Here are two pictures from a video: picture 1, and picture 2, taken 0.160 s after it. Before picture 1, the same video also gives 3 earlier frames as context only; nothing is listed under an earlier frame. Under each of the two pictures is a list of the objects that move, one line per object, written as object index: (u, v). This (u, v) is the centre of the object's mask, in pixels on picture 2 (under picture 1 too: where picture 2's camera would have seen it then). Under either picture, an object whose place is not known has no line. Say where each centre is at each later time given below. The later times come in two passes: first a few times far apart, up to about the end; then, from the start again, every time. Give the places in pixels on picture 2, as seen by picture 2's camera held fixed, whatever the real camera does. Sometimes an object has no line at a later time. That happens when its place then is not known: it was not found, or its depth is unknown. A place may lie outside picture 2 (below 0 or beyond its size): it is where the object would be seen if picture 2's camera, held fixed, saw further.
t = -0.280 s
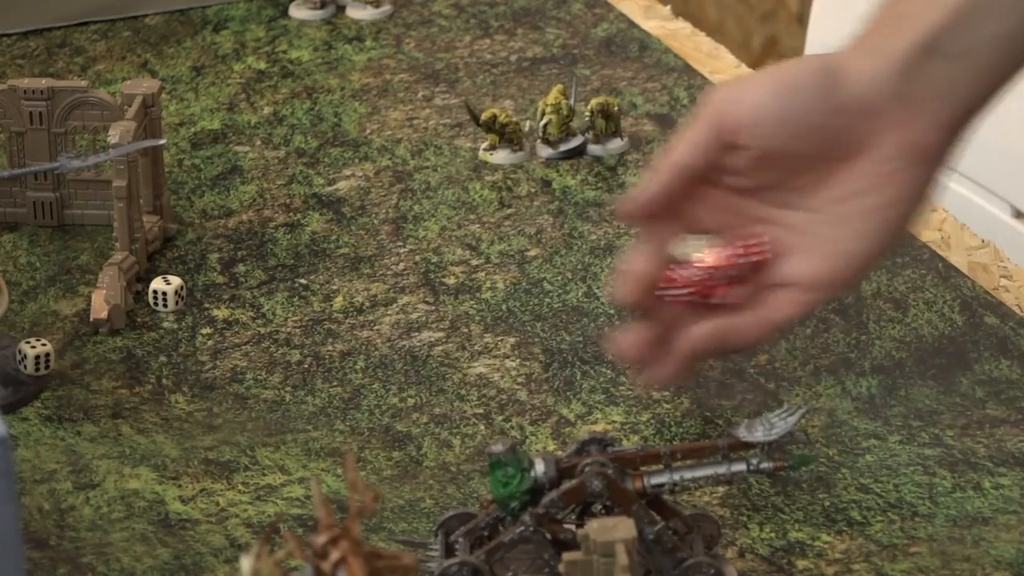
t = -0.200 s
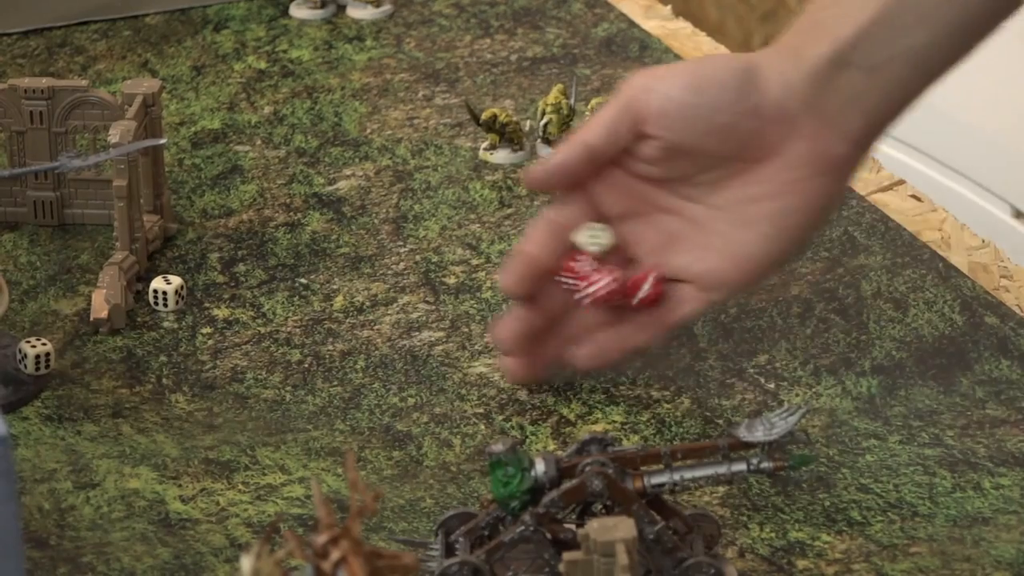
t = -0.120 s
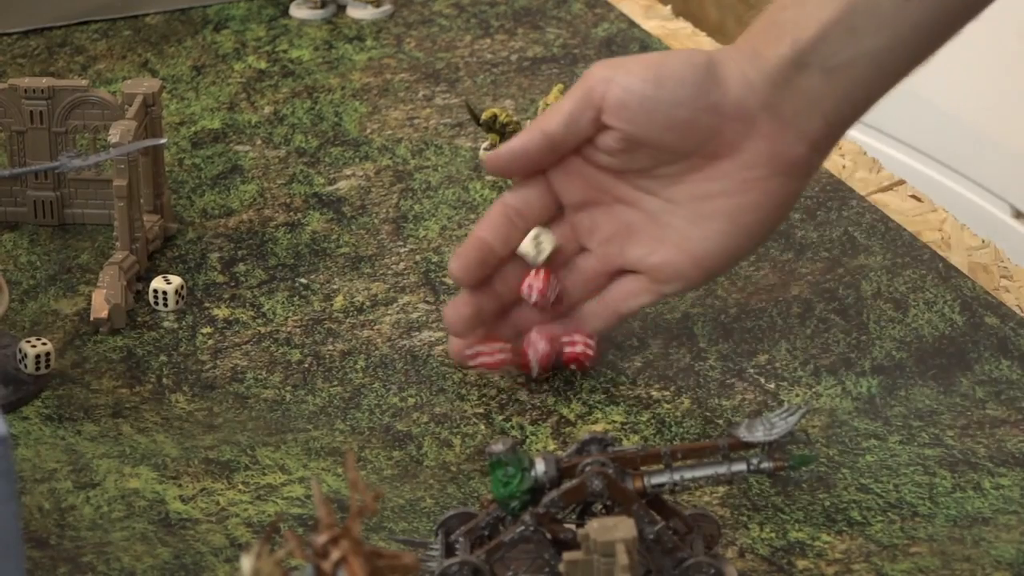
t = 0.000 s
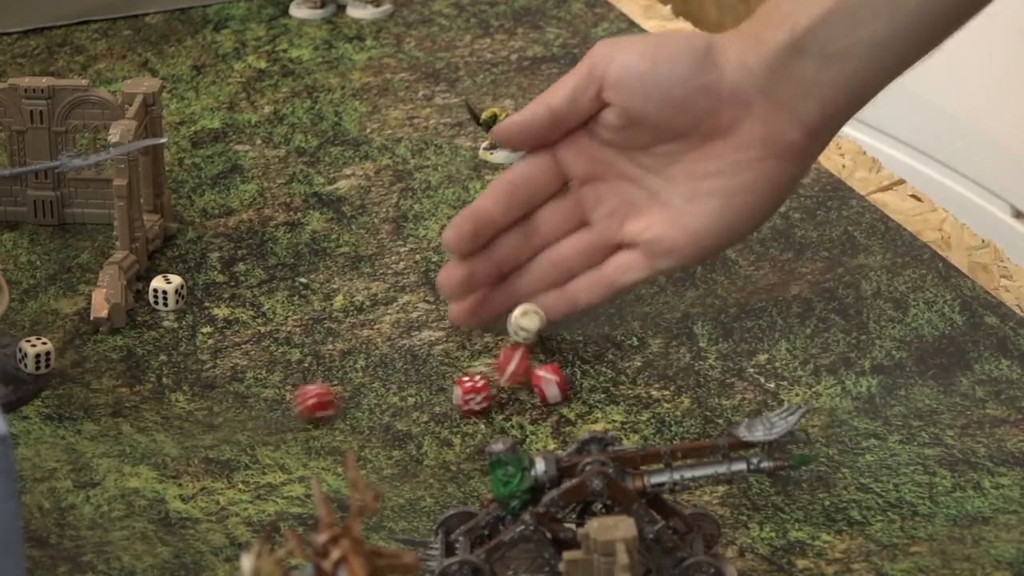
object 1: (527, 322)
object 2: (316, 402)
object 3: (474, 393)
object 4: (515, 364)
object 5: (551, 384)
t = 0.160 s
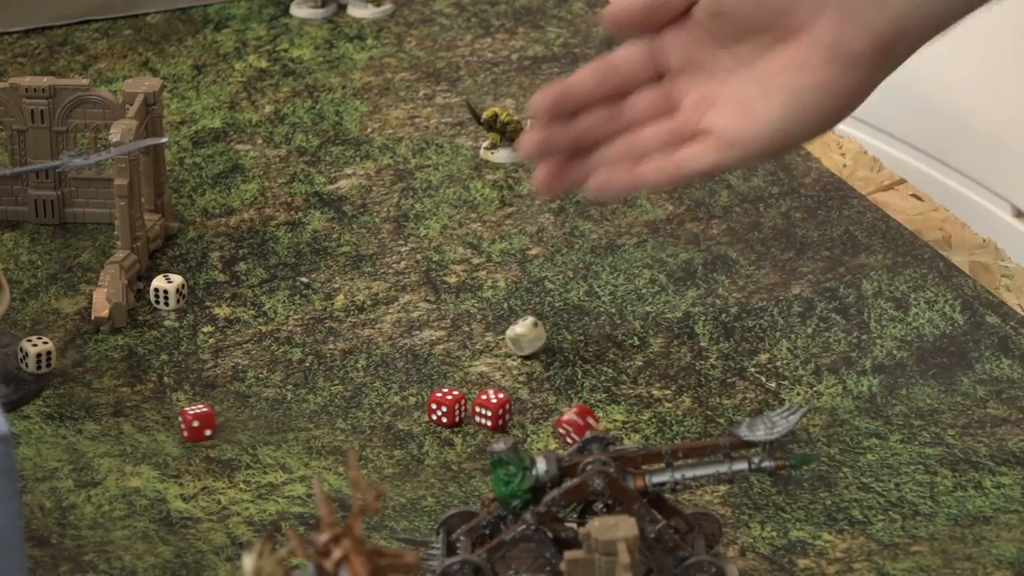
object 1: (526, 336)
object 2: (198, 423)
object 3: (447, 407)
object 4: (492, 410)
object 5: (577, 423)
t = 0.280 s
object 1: (511, 344)
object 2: (195, 422)
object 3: (446, 407)
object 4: (491, 412)
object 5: (617, 429)
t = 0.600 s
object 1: (462, 362)
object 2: (195, 422)
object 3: (446, 407)
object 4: (490, 412)
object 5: (632, 441)
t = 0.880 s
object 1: (434, 379)
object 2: (195, 422)
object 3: (446, 407)
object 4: (490, 412)
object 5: (627, 442)
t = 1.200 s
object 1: (428, 387)
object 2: (195, 422)
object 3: (447, 409)
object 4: (490, 412)
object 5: (626, 441)
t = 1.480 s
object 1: (428, 386)
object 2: (195, 422)
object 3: (447, 408)
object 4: (490, 412)
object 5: (626, 441)
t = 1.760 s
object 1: (429, 386)
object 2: (195, 422)
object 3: (446, 408)
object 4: (490, 412)
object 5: (626, 441)
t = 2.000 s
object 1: (428, 386)
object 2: (195, 422)
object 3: (446, 408)
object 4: (490, 412)
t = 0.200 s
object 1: (521, 341)
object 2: (196, 422)
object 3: (446, 407)
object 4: (491, 412)
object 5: (586, 425)
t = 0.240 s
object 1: (516, 342)
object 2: (195, 422)
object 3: (446, 407)
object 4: (491, 412)
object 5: (599, 428)
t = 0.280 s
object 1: (511, 344)
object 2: (195, 422)
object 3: (446, 407)
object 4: (491, 412)
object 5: (617, 429)
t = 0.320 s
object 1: (506, 346)
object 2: (195, 423)
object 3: (447, 407)
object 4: (491, 412)
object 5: (622, 432)
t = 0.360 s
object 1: (500, 348)
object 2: (195, 423)
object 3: (447, 407)
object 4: (490, 412)
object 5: (629, 433)
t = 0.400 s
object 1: (496, 350)
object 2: (195, 423)
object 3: (447, 407)
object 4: (490, 412)
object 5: (632, 435)
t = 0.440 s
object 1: (489, 352)
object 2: (195, 423)
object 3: (447, 407)
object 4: (490, 412)
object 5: (636, 437)
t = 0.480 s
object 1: (484, 355)
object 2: (195, 422)
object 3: (446, 407)
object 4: (490, 412)
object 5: (638, 437)
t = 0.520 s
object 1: (479, 356)
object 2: (195, 422)
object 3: (446, 407)
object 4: (491, 412)
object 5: (639, 438)
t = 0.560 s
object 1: (470, 360)
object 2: (195, 422)
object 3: (447, 407)
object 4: (490, 412)
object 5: (635, 440)
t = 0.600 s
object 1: (462, 362)
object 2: (195, 422)
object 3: (446, 407)
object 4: (490, 412)
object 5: (632, 441)
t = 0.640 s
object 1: (455, 366)
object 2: (195, 422)
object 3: (446, 407)
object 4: (491, 412)
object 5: (627, 441)
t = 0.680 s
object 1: (450, 369)
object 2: (195, 422)
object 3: (446, 407)
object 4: (490, 412)
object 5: (626, 441)
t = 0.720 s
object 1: (446, 372)
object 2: (195, 422)
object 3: (446, 407)
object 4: (490, 412)
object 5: (627, 441)
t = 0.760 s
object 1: (442, 374)
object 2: (195, 422)
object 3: (446, 407)
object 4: (490, 412)
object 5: (627, 441)
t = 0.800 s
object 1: (440, 376)
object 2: (195, 422)
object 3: (446, 407)
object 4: (490, 412)
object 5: (627, 441)
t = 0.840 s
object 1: (438, 378)
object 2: (195, 422)
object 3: (446, 407)
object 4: (490, 412)
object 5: (627, 442)
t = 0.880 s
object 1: (434, 379)
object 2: (195, 422)
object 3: (446, 407)
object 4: (490, 412)
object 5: (627, 442)
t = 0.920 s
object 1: (434, 382)
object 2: (195, 423)
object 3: (446, 407)
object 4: (490, 413)
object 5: (627, 441)
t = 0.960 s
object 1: (430, 384)
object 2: (195, 423)
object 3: (446, 408)
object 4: (490, 413)
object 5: (626, 442)
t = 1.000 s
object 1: (429, 385)
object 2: (195, 422)
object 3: (447, 408)
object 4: (490, 412)
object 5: (626, 441)
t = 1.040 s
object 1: (427, 387)
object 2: (195, 422)
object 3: (447, 408)
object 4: (490, 412)
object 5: (626, 441)
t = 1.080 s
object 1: (427, 387)
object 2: (195, 422)
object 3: (447, 408)
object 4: (490, 412)
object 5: (627, 441)
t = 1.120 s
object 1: (428, 388)
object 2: (195, 422)
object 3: (447, 408)
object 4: (490, 412)
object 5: (627, 442)
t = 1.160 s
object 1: (428, 387)
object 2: (195, 422)
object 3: (447, 408)
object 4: (490, 412)
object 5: (626, 441)
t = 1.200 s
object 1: (428, 387)
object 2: (195, 422)
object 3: (447, 409)
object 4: (490, 412)
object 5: (626, 441)
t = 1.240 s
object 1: (429, 387)
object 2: (195, 422)
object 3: (447, 408)
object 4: (490, 412)
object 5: (627, 441)
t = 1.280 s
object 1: (429, 386)
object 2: (195, 422)
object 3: (447, 408)
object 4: (491, 413)
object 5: (627, 441)
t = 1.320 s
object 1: (429, 387)
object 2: (195, 422)
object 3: (447, 409)
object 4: (490, 413)
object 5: (627, 441)
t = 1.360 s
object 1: (429, 387)
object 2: (195, 423)
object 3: (447, 408)
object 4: (490, 413)
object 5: (626, 441)
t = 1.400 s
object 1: (429, 386)
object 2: (195, 422)
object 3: (447, 409)
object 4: (490, 412)
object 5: (626, 441)
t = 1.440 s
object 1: (429, 386)
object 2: (195, 422)
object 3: (447, 408)
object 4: (490, 412)
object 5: (626, 441)
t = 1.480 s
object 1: (428, 386)
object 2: (195, 422)
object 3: (447, 408)
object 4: (490, 412)
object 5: (626, 441)
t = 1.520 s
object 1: (428, 386)
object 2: (195, 422)
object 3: (447, 408)
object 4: (490, 412)
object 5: (626, 441)
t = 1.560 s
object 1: (428, 387)
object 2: (195, 422)
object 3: (447, 408)
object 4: (490, 412)
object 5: (626, 441)
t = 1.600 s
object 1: (428, 386)
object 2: (195, 422)
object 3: (447, 408)
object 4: (490, 412)
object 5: (626, 441)
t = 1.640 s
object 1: (428, 386)
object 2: (195, 422)
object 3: (446, 408)
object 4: (490, 412)
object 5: (626, 441)
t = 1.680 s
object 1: (428, 387)
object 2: (195, 422)
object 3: (446, 408)
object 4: (490, 412)
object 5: (626, 441)
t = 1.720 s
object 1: (429, 386)
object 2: (195, 422)
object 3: (446, 408)
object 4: (490, 412)
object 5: (626, 441)
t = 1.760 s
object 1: (429, 386)
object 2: (195, 422)
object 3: (446, 408)
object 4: (490, 412)
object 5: (626, 441)
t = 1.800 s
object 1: (429, 387)
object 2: (195, 423)
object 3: (446, 408)
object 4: (490, 413)
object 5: (626, 441)
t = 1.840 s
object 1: (429, 387)
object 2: (195, 422)
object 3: (446, 408)
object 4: (490, 413)
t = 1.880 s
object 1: (428, 387)
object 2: (195, 422)
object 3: (446, 409)
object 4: (490, 412)
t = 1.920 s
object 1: (428, 387)
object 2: (195, 422)
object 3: (446, 409)
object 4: (490, 412)
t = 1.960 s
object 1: (428, 387)
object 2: (195, 422)
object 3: (446, 409)
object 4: (490, 412)
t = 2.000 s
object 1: (428, 386)
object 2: (195, 422)
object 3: (446, 408)
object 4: (490, 412)
